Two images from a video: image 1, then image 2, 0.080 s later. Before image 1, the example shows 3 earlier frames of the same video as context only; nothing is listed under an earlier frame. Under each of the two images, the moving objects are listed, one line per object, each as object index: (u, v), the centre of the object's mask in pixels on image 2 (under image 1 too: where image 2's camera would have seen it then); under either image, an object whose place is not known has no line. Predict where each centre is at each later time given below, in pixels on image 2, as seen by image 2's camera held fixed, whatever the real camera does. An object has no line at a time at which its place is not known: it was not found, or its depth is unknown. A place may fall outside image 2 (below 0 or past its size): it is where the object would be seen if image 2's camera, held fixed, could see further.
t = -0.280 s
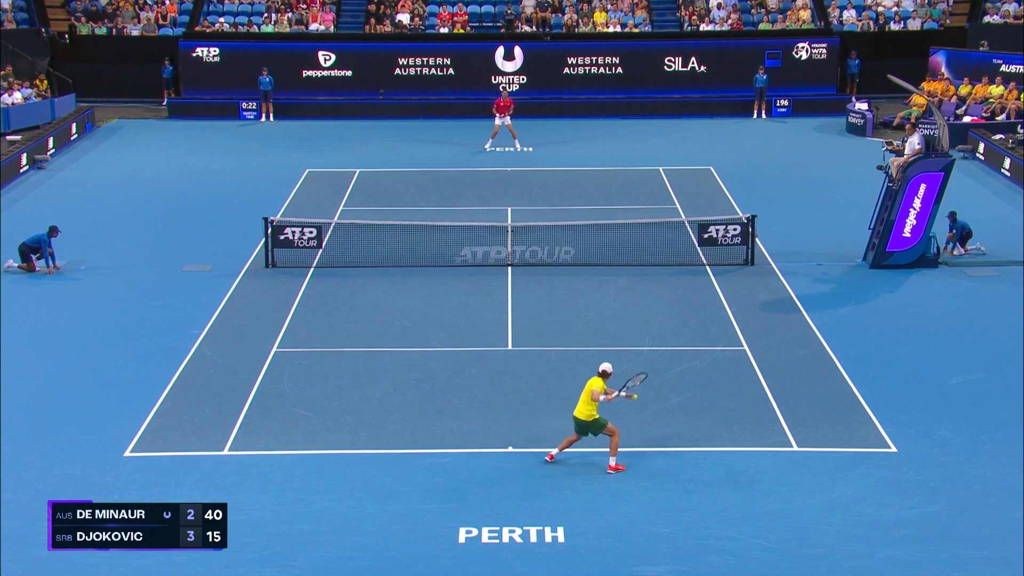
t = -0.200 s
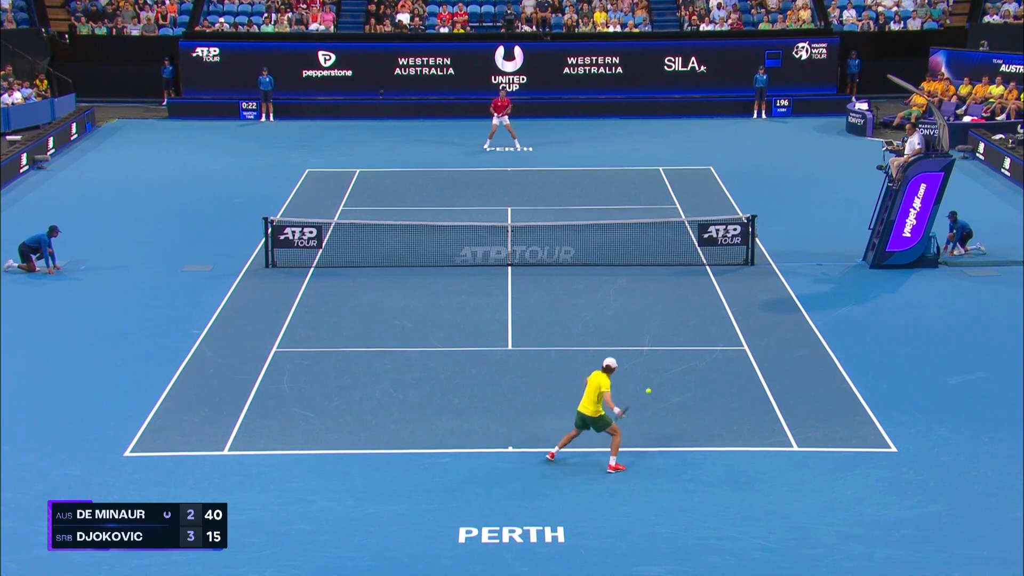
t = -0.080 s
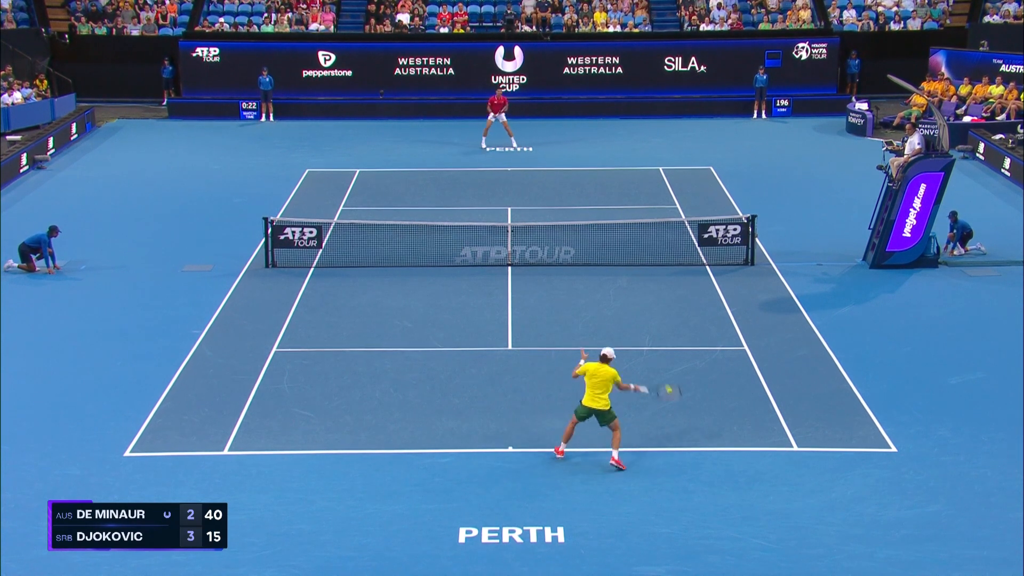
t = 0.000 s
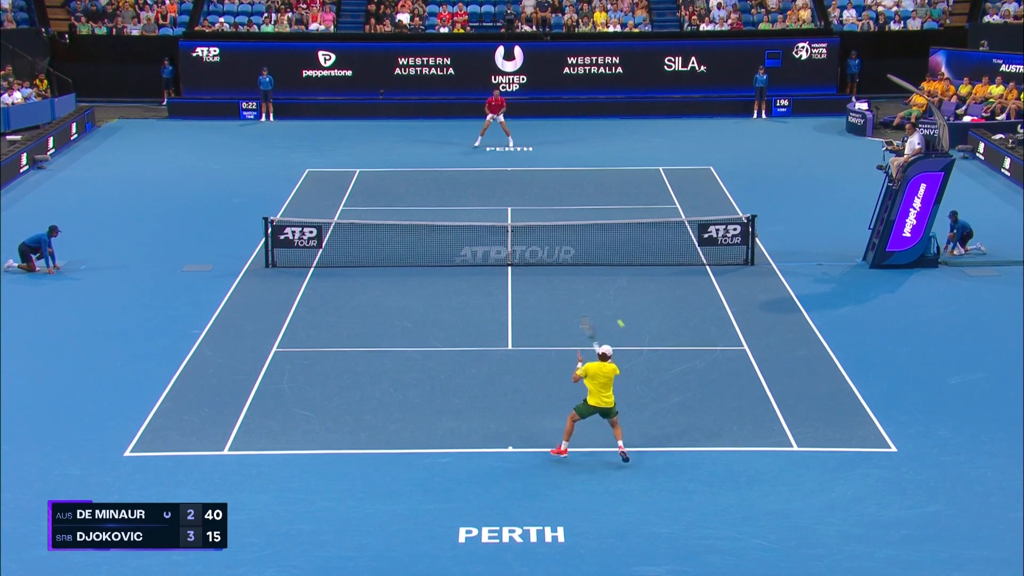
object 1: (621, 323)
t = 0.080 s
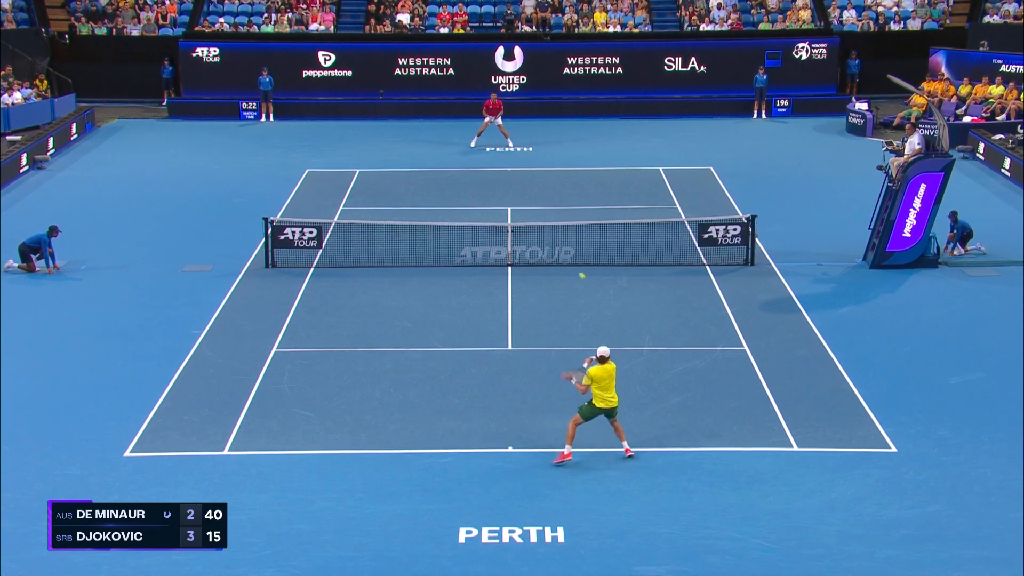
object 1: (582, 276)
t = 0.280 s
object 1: (512, 205)
